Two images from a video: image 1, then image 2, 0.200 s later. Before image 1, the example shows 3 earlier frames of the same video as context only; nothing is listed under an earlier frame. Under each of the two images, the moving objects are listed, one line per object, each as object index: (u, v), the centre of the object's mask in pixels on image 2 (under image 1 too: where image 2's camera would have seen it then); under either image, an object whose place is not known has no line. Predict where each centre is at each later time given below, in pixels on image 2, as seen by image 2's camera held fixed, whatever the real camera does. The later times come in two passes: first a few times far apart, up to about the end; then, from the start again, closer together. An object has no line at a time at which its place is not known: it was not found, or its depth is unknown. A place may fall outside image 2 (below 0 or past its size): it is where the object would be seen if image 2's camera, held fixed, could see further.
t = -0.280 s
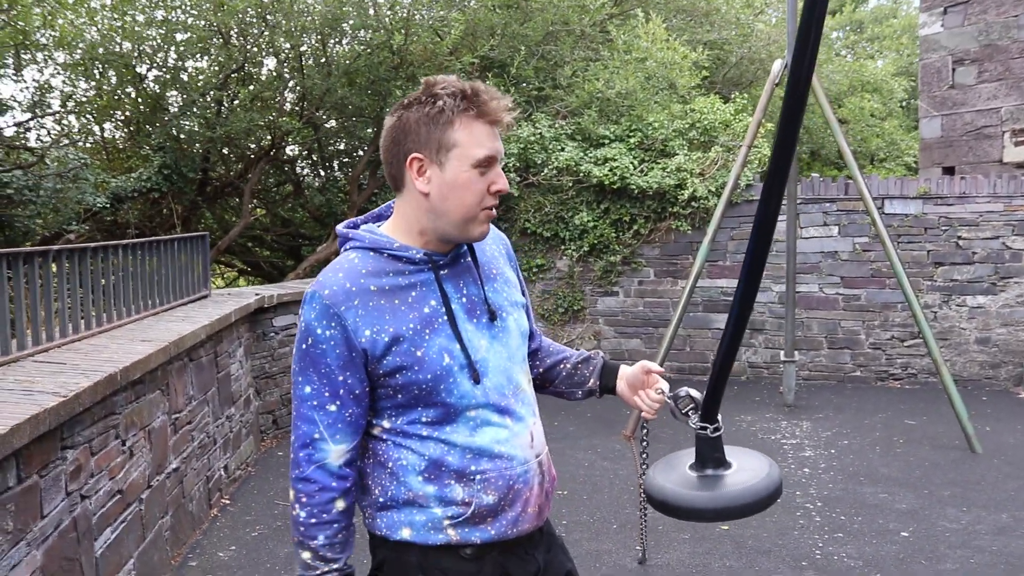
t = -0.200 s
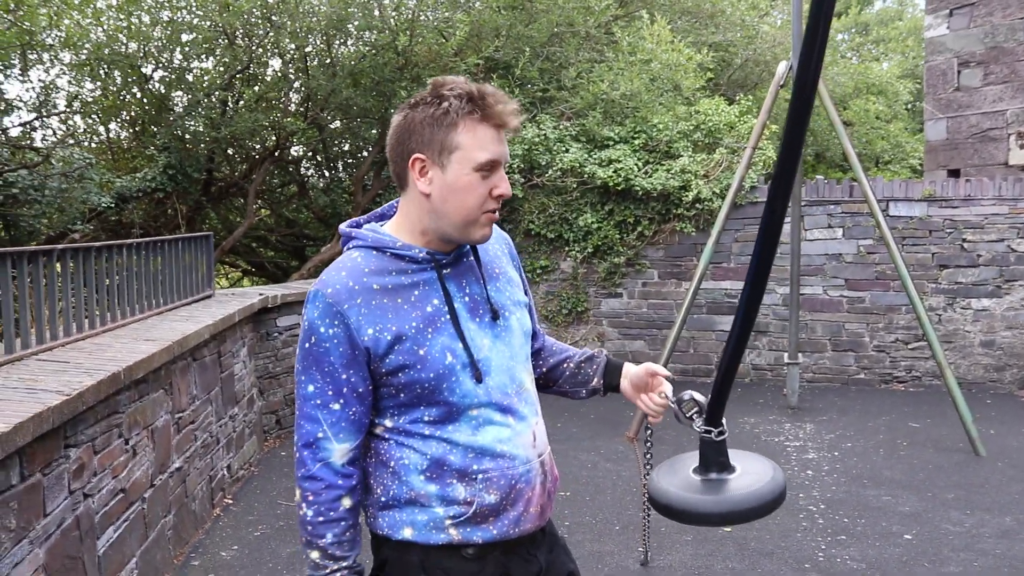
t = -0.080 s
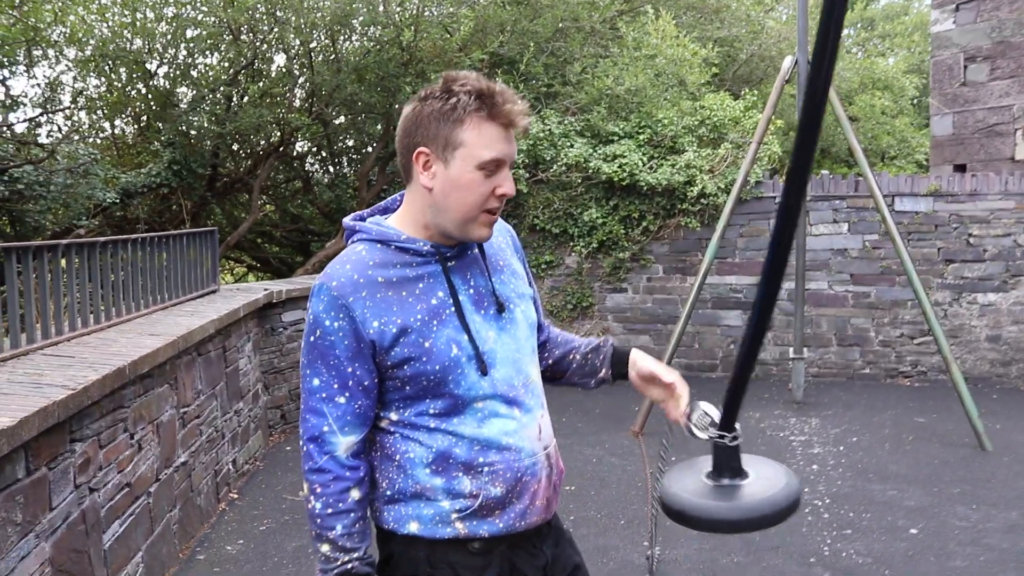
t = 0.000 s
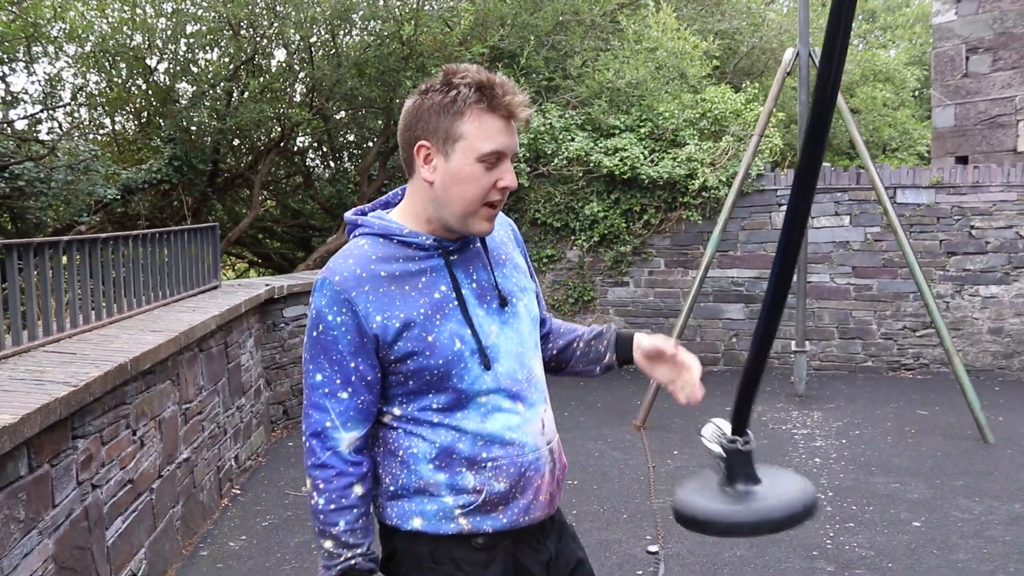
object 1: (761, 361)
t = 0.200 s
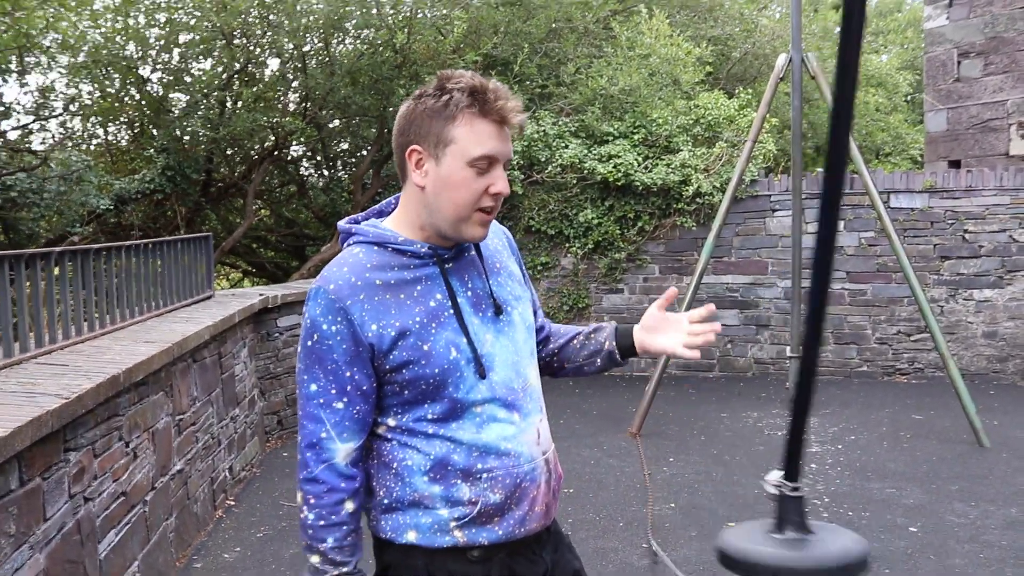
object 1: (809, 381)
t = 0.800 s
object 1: (969, 402)
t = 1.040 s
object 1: (981, 426)
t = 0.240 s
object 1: (819, 394)
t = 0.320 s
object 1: (847, 413)
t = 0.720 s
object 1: (952, 409)
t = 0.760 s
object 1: (962, 399)
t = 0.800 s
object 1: (969, 402)
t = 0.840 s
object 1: (971, 410)
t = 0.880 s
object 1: (974, 417)
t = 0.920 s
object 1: (976, 422)
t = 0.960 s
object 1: (977, 422)
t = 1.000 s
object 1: (980, 424)
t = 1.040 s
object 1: (981, 426)
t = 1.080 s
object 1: (980, 428)
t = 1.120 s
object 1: (982, 429)
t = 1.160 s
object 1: (982, 428)
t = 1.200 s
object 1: (980, 426)
